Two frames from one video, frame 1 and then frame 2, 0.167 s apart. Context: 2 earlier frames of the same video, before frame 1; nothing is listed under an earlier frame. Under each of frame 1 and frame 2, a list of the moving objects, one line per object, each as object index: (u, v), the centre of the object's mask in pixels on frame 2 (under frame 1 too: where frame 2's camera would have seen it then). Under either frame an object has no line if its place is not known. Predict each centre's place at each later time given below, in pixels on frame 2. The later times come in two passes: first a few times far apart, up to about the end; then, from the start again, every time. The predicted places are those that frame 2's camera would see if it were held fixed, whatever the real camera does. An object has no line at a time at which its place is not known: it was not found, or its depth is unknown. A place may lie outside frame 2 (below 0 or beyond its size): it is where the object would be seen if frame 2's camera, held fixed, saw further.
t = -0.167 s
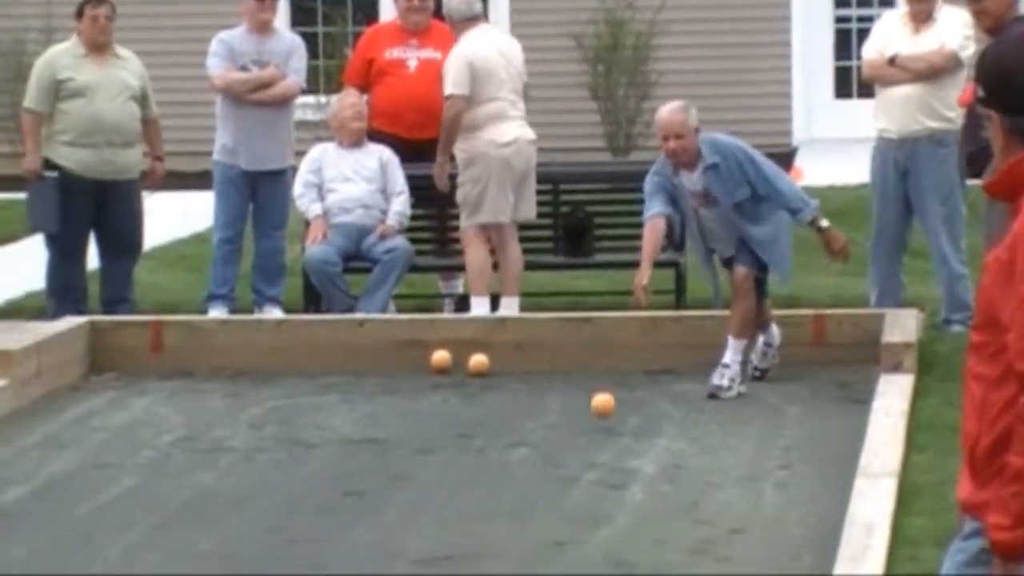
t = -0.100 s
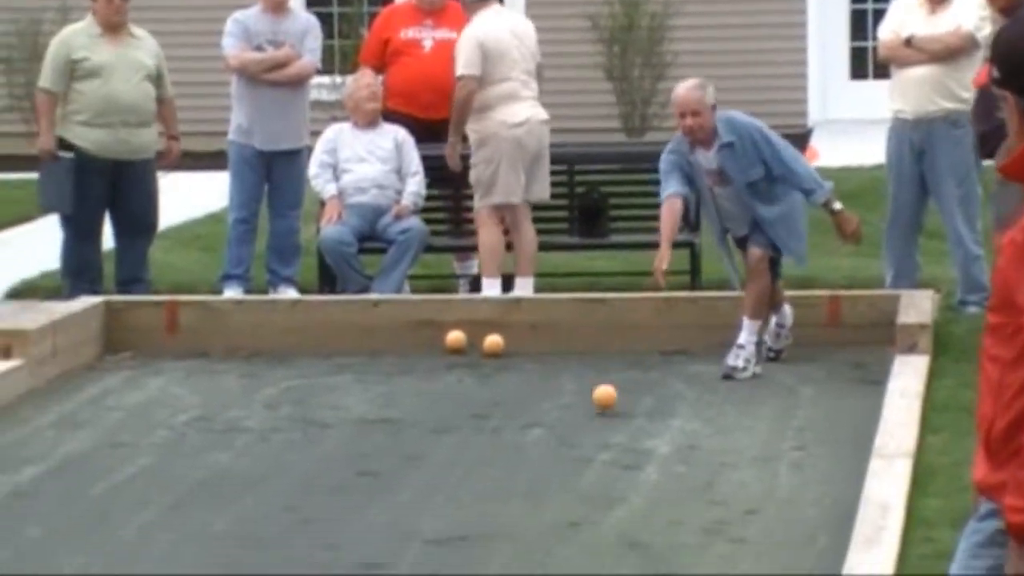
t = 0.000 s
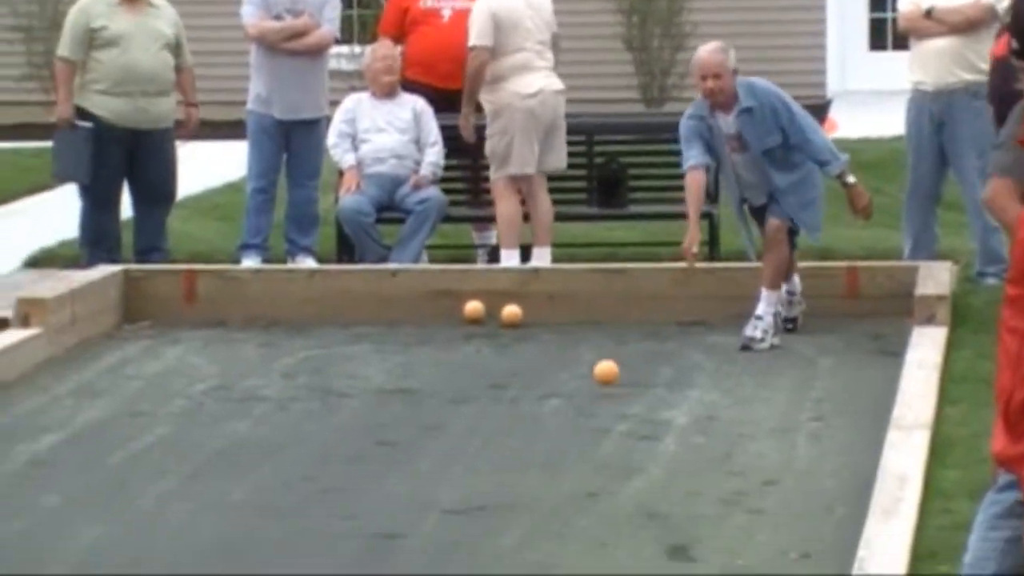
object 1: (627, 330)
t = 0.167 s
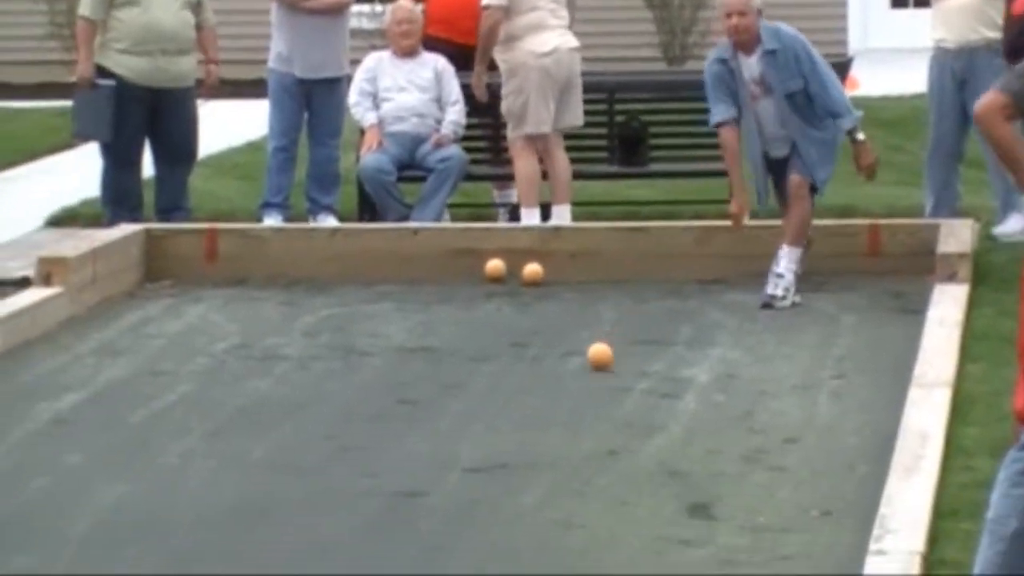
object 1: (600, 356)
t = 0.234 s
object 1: (589, 361)
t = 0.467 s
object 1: (552, 381)
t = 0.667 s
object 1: (521, 399)
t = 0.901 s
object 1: (487, 421)
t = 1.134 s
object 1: (453, 442)
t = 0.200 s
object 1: (594, 358)
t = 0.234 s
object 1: (589, 361)
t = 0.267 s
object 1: (583, 365)
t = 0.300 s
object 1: (578, 366)
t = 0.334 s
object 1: (573, 370)
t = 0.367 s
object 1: (567, 372)
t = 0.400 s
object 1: (562, 376)
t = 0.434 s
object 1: (557, 379)
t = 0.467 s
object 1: (552, 381)
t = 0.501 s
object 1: (547, 384)
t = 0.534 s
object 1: (541, 388)
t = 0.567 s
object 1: (536, 391)
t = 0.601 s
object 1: (531, 393)
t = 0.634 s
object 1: (526, 396)
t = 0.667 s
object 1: (521, 399)
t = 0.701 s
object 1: (516, 402)
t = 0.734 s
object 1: (511, 405)
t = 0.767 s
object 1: (506, 409)
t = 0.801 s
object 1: (502, 412)
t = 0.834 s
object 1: (496, 415)
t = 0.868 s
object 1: (492, 418)
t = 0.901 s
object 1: (487, 421)
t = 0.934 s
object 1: (483, 425)
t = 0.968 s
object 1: (478, 427)
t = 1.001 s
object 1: (472, 430)
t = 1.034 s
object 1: (468, 433)
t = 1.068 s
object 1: (463, 437)
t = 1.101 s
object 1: (458, 440)
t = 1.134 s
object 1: (453, 442)
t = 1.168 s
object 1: (448, 446)
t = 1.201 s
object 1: (443, 450)
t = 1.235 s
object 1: (438, 453)
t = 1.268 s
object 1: (433, 456)
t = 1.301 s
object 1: (427, 459)
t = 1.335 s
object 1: (422, 462)
